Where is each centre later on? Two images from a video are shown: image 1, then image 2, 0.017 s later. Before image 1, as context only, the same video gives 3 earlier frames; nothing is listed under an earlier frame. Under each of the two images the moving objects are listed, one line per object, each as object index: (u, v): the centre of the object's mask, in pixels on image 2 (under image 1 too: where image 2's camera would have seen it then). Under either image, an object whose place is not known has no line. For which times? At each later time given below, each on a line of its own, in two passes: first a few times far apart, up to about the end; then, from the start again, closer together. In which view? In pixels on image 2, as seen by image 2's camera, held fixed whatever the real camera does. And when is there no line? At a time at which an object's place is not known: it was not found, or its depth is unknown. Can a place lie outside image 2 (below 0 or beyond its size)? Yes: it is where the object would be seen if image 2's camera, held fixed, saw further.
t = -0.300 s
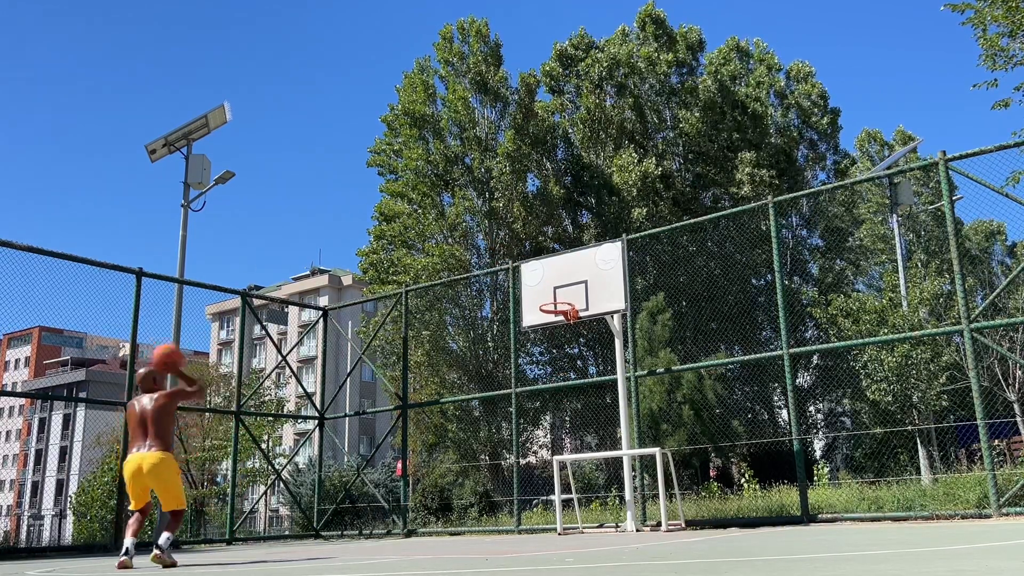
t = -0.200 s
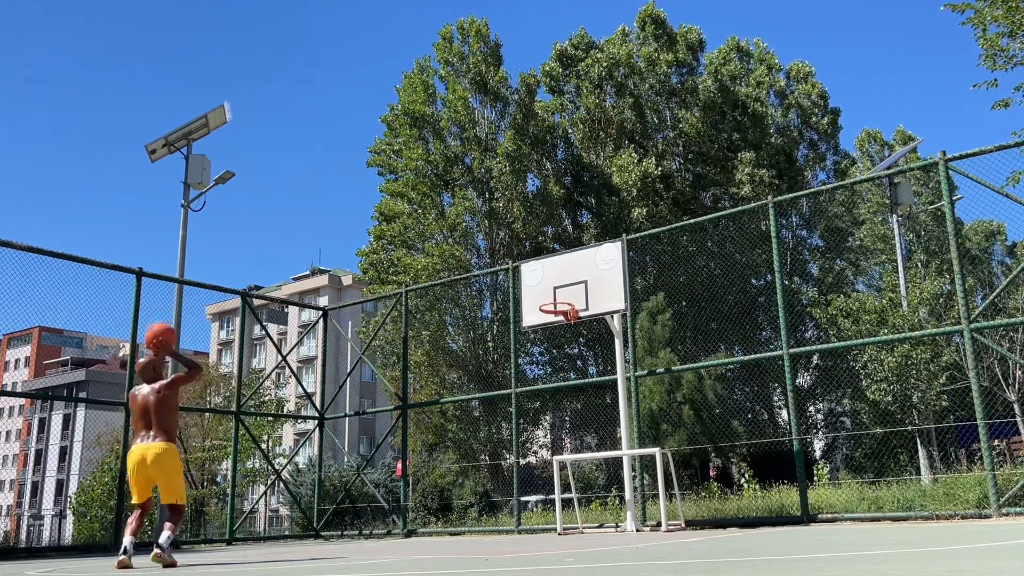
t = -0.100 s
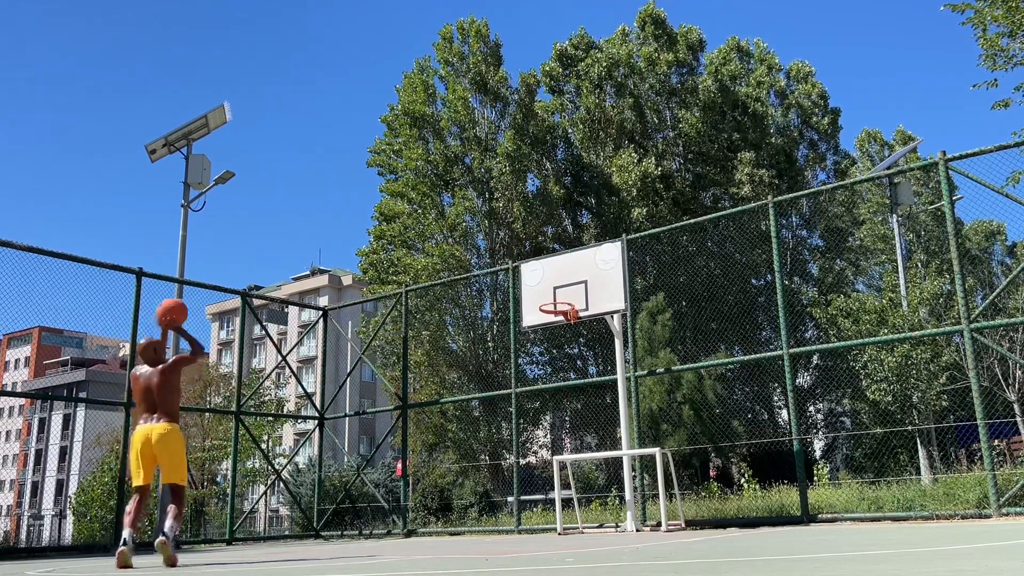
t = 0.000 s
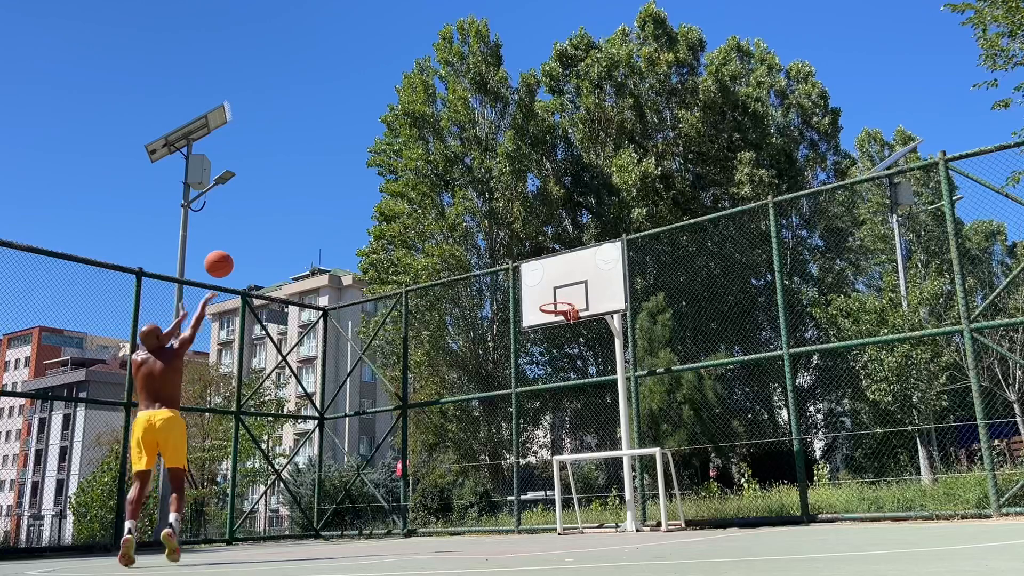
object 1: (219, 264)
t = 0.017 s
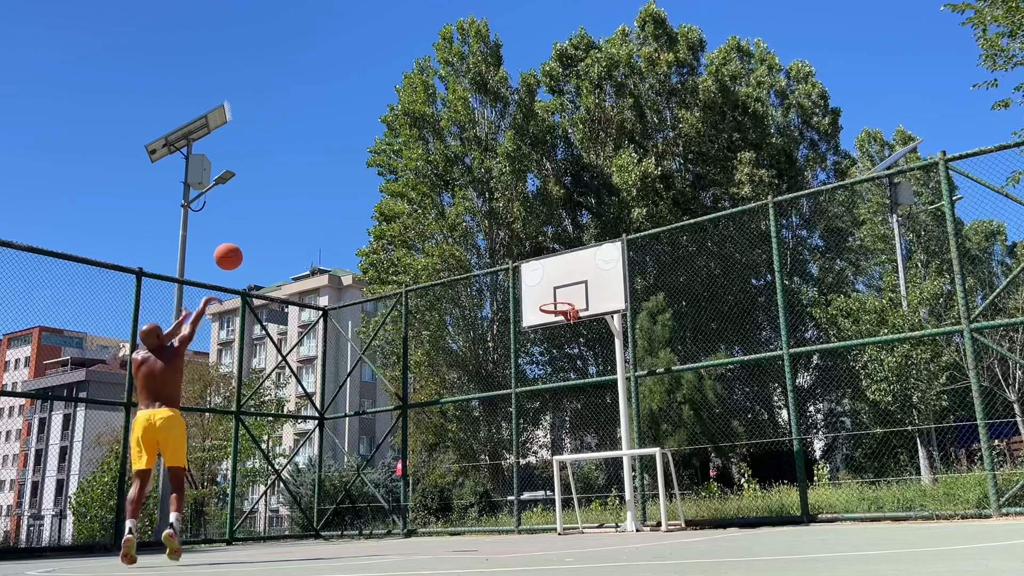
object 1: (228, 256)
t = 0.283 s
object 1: (352, 189)
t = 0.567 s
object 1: (450, 195)
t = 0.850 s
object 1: (526, 255)
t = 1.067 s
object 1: (562, 327)
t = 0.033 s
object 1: (237, 249)
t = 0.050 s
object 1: (246, 243)
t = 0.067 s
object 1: (255, 237)
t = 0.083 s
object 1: (264, 231)
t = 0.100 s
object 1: (272, 226)
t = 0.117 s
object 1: (280, 221)
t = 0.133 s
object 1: (288, 216)
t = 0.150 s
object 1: (296, 211)
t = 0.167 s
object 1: (304, 208)
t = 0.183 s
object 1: (311, 204)
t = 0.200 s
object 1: (318, 201)
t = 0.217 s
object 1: (325, 198)
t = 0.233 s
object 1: (332, 195)
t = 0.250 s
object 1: (339, 193)
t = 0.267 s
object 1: (346, 191)
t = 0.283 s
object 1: (352, 189)
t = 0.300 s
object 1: (359, 187)
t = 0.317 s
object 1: (365, 186)
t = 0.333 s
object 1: (371, 185)
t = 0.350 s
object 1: (378, 185)
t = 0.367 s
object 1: (384, 184)
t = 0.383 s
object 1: (390, 184)
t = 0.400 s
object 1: (395, 184)
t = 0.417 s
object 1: (401, 185)
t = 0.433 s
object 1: (407, 185)
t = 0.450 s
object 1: (412, 185)
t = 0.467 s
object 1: (418, 187)
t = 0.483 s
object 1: (424, 187)
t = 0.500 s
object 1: (428, 189)
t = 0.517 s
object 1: (434, 190)
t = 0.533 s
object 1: (439, 191)
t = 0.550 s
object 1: (444, 193)
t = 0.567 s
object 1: (450, 195)
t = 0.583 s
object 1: (454, 197)
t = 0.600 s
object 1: (460, 199)
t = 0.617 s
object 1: (464, 202)
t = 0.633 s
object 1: (469, 205)
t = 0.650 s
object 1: (474, 208)
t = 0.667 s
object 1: (479, 211)
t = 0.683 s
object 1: (483, 214)
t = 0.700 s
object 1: (487, 218)
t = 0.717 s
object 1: (492, 221)
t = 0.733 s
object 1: (496, 225)
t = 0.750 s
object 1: (500, 229)
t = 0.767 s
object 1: (507, 235)
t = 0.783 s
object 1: (509, 237)
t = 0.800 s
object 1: (513, 241)
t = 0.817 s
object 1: (518, 246)
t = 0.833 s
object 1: (522, 250)
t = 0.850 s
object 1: (526, 255)
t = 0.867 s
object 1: (529, 260)
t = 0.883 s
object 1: (534, 265)
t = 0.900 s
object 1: (538, 271)
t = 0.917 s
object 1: (542, 275)
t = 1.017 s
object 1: (563, 312)
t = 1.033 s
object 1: (563, 316)
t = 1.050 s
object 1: (563, 321)
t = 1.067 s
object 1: (562, 327)
